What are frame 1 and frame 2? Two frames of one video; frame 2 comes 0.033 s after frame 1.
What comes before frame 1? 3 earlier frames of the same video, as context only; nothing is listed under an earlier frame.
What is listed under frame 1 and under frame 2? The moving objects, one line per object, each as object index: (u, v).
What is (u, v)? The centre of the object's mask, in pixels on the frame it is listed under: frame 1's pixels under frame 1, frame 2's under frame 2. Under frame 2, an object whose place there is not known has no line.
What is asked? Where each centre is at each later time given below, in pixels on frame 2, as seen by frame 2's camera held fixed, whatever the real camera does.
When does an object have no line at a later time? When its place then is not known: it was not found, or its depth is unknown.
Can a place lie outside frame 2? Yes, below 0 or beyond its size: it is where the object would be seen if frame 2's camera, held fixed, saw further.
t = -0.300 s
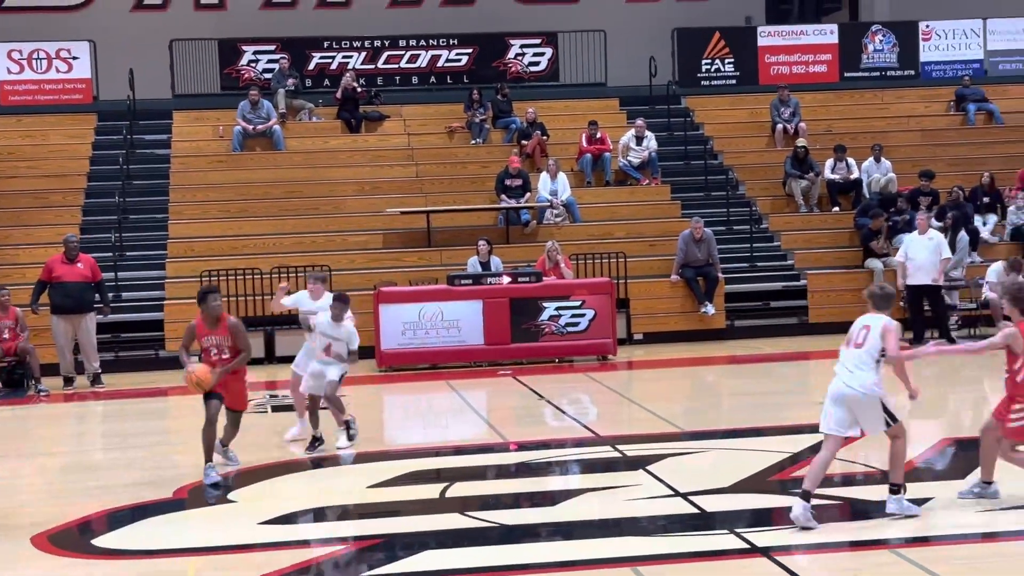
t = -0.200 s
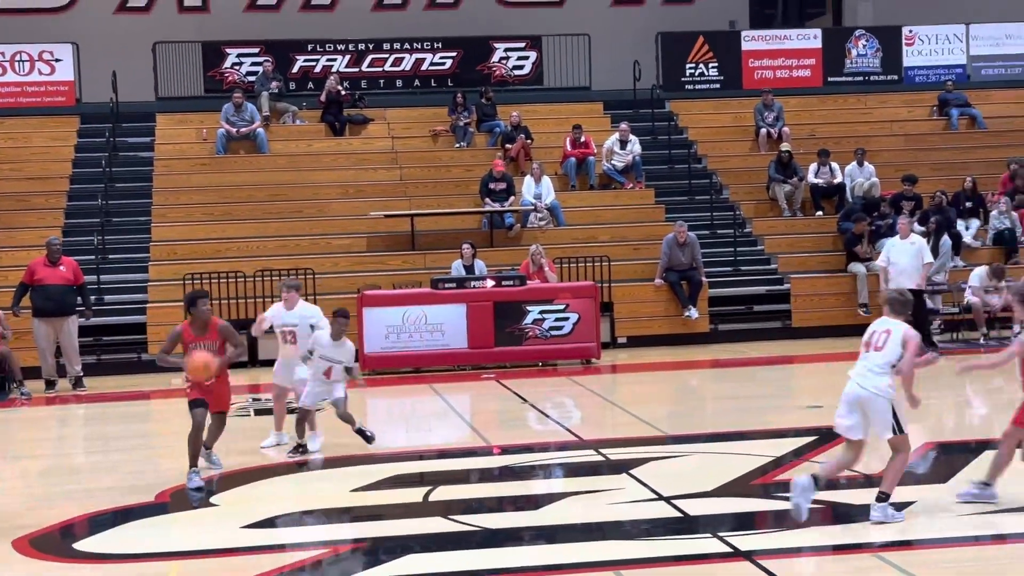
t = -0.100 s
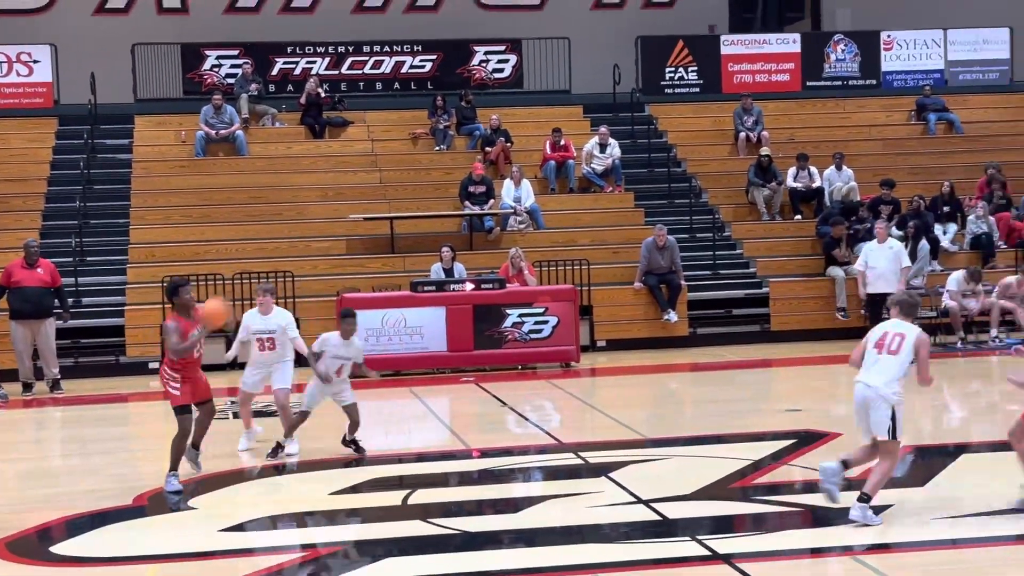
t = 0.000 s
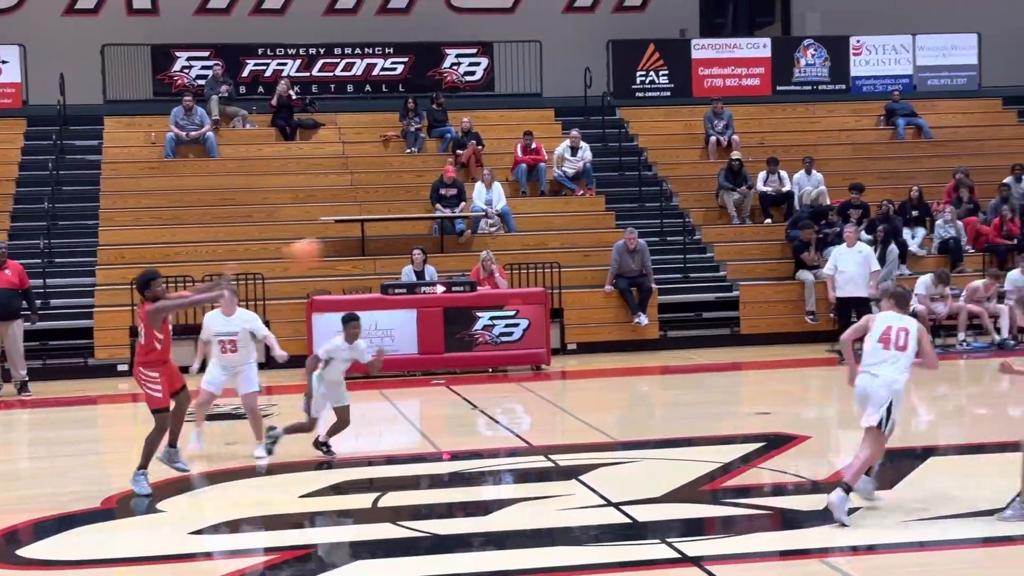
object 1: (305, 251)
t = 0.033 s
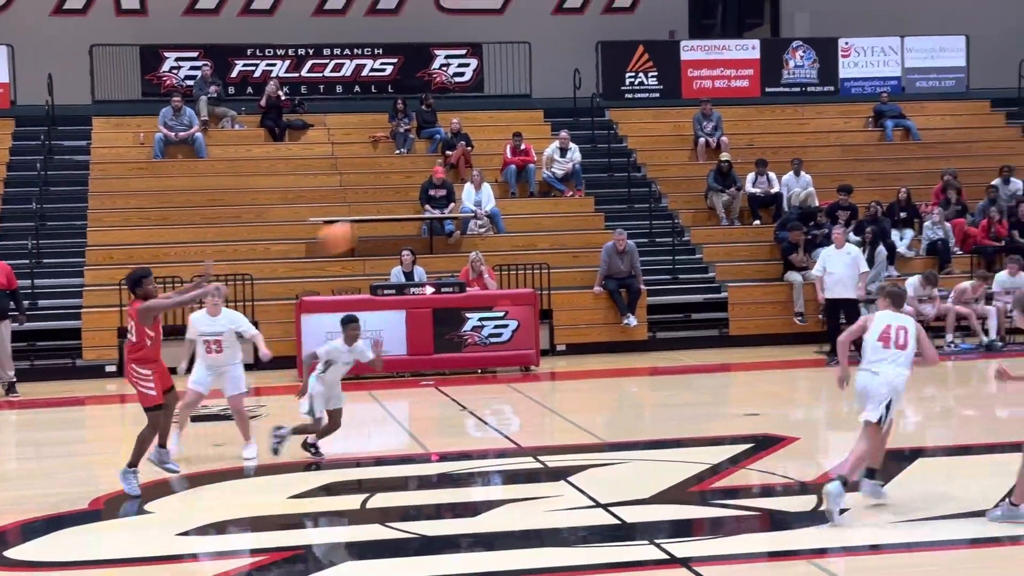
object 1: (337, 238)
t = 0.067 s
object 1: (383, 221)
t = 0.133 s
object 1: (472, 191)
